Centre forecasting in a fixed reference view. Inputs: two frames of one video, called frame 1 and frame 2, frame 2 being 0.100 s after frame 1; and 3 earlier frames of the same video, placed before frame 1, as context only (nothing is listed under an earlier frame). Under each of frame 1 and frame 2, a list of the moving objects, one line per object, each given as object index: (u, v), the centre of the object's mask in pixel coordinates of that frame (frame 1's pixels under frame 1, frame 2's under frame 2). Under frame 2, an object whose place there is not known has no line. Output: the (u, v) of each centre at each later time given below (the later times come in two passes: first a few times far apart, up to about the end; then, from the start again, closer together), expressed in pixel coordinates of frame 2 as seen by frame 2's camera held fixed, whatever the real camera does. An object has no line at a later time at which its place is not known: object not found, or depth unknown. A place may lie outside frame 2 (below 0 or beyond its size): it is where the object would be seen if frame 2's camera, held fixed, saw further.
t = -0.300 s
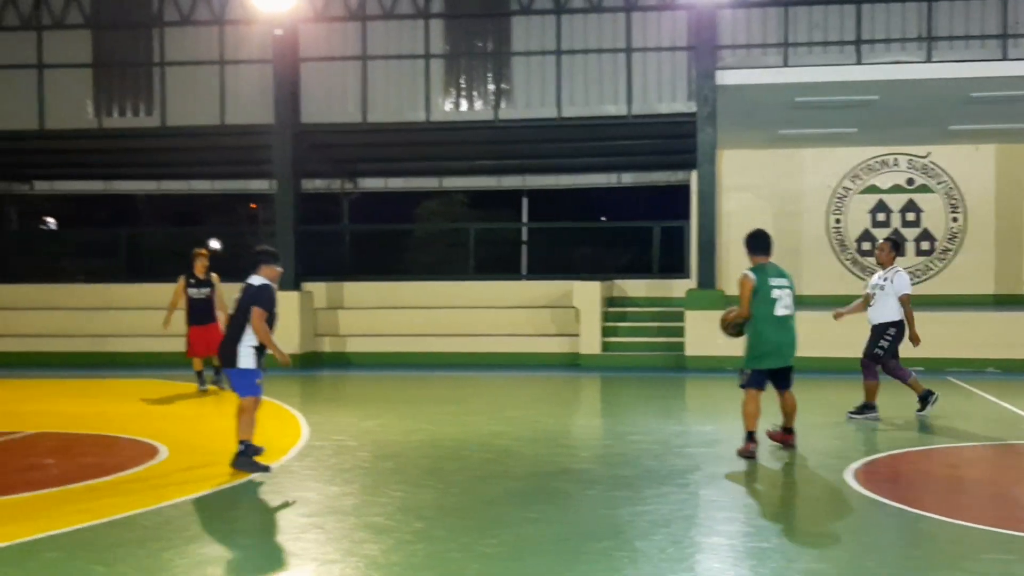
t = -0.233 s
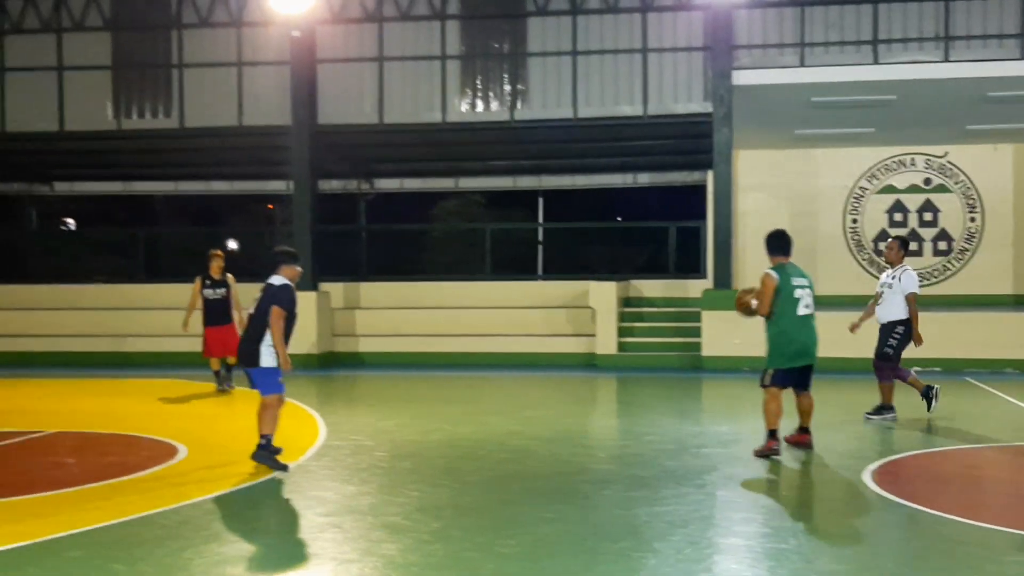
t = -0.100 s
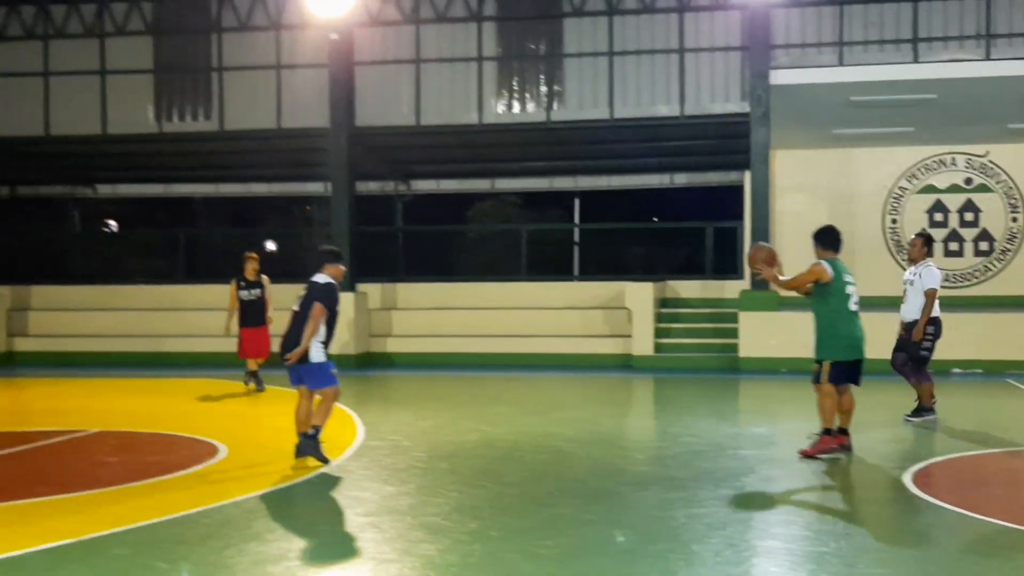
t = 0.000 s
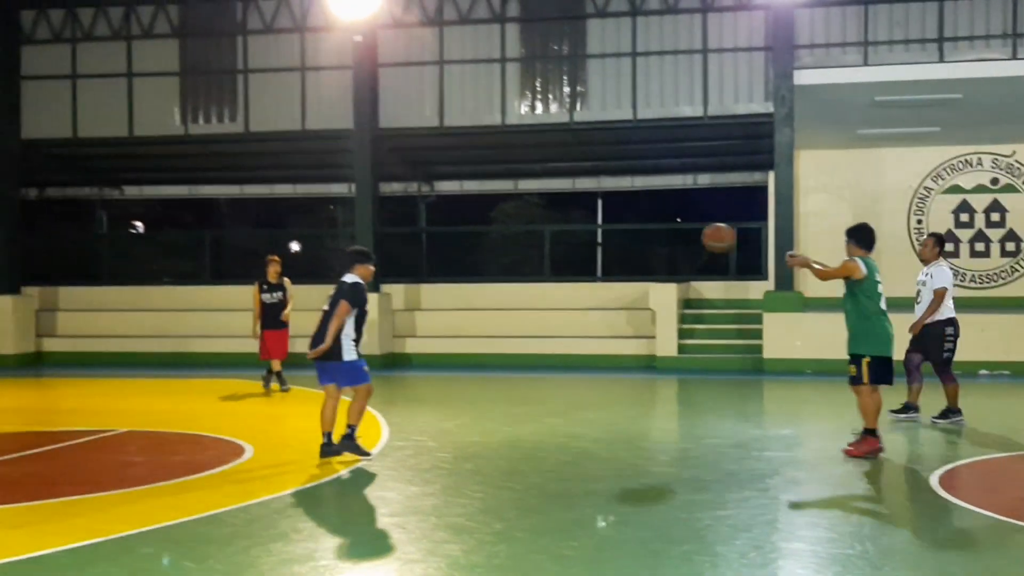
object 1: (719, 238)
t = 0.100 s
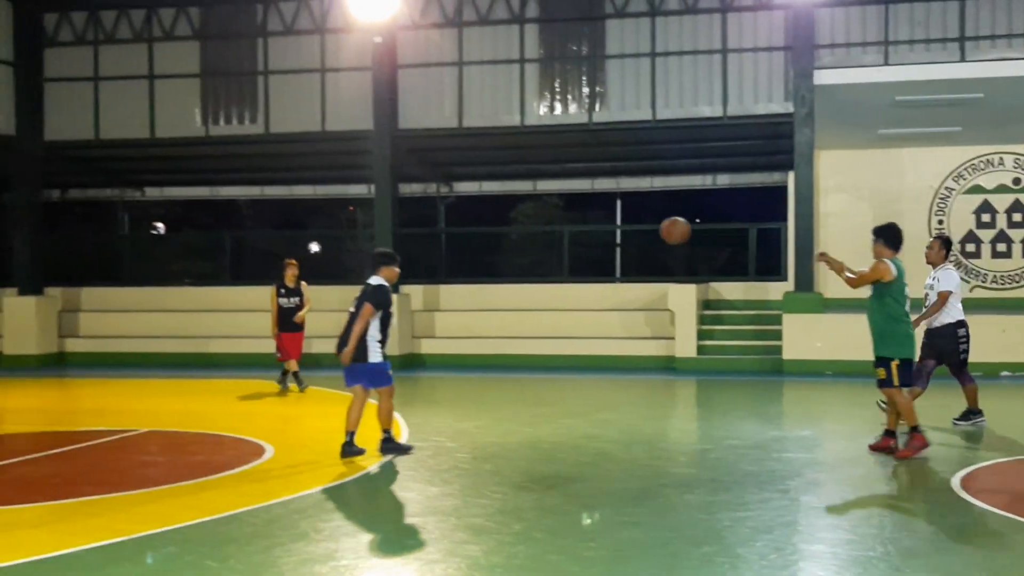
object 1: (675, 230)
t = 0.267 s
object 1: (585, 243)
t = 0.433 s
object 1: (508, 279)
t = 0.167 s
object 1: (637, 232)
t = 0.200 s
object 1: (619, 234)
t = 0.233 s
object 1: (601, 238)
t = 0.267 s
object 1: (585, 243)
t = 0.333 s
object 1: (552, 255)
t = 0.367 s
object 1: (537, 262)
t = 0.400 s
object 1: (522, 270)
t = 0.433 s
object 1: (508, 279)
